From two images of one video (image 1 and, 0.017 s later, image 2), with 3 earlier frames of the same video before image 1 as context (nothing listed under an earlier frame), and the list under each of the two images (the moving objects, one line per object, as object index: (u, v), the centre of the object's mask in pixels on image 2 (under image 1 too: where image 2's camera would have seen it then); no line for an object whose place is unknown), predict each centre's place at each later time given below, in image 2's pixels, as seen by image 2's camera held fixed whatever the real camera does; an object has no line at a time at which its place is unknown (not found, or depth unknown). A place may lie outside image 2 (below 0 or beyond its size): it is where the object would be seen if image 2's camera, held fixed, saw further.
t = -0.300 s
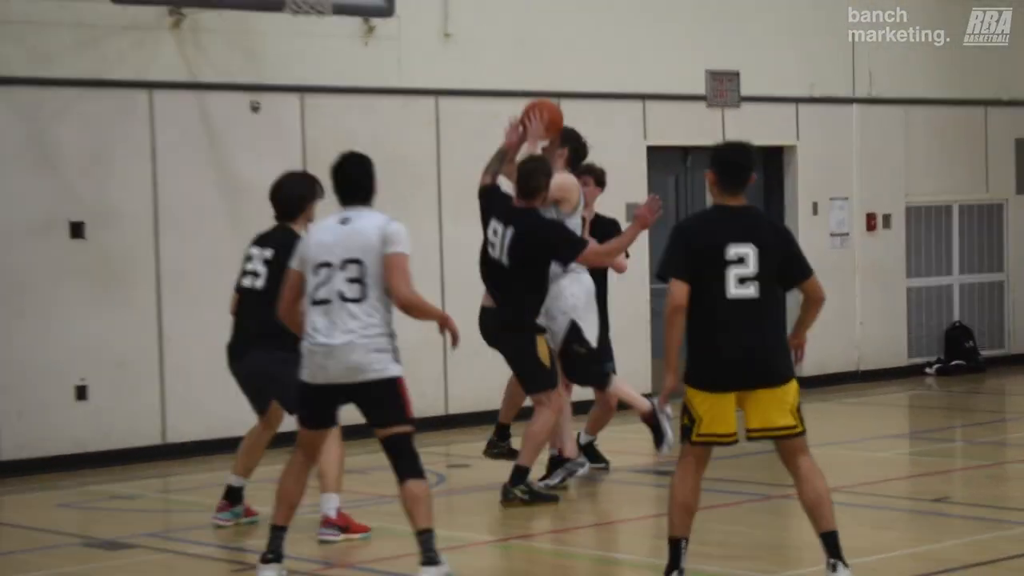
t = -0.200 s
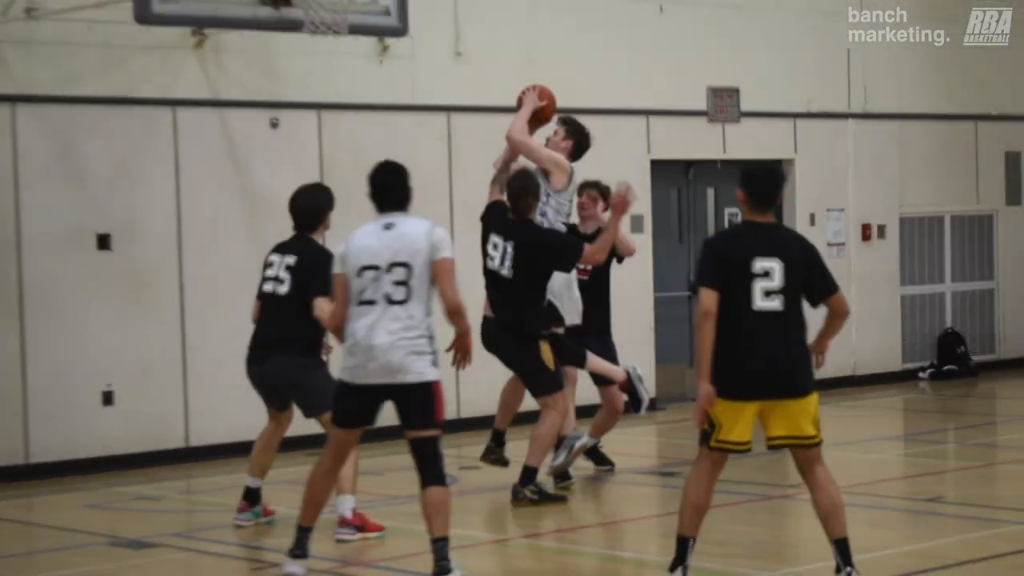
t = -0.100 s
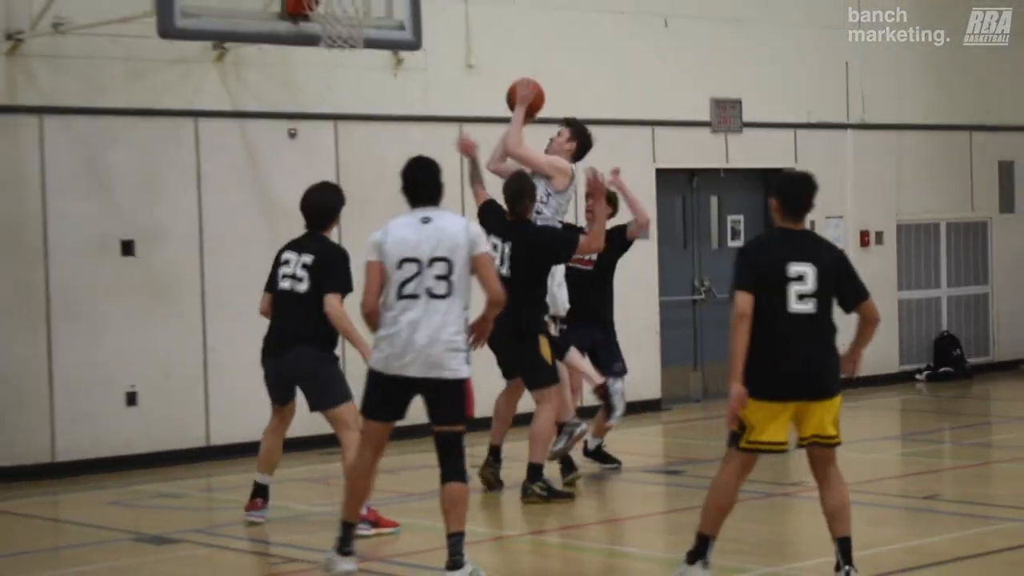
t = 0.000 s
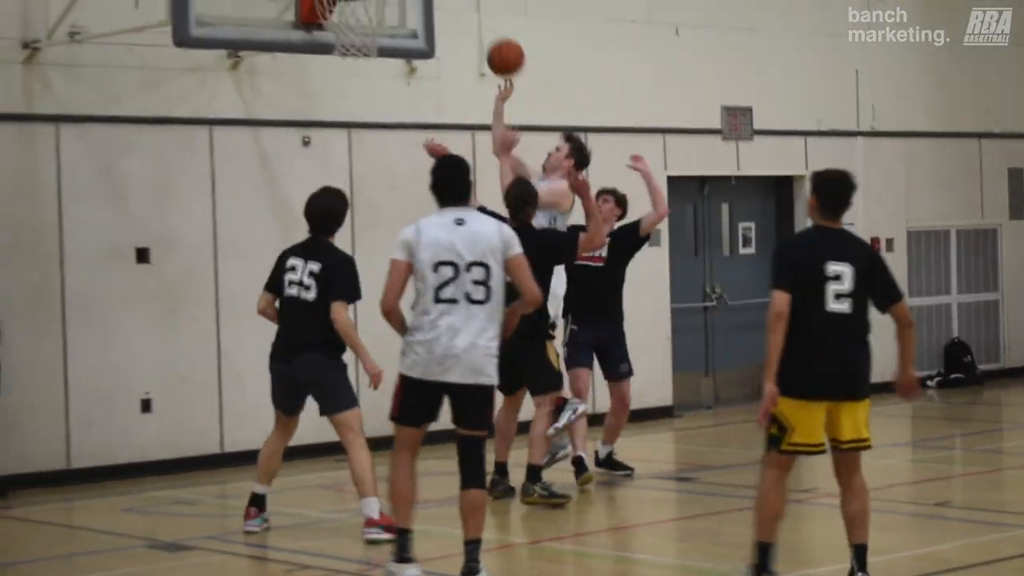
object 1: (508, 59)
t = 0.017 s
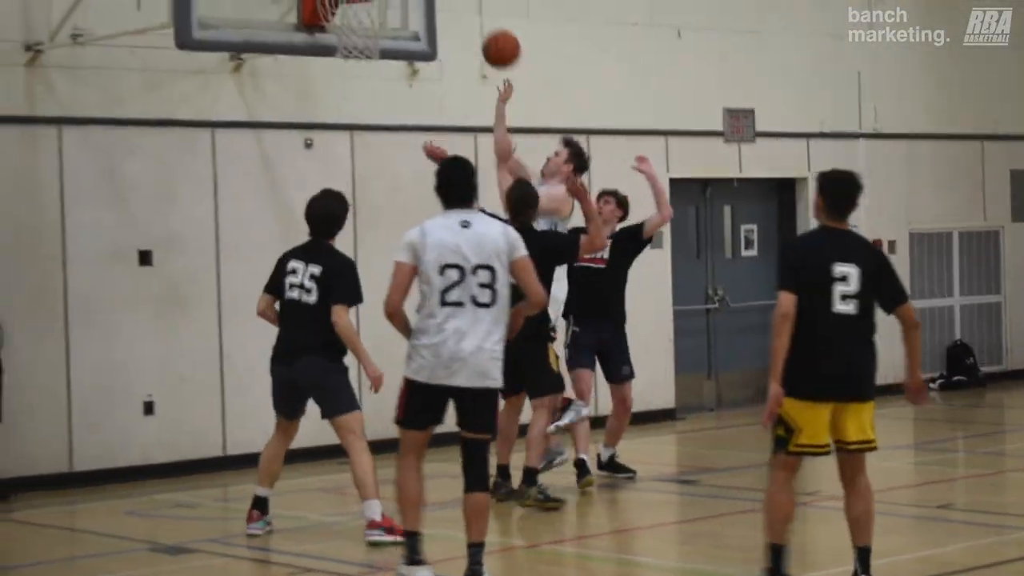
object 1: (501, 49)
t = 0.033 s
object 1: (495, 39)
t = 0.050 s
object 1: (489, 30)
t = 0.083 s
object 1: (476, 11)
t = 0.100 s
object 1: (469, 2)
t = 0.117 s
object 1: (462, -7)
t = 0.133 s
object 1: (455, -15)
